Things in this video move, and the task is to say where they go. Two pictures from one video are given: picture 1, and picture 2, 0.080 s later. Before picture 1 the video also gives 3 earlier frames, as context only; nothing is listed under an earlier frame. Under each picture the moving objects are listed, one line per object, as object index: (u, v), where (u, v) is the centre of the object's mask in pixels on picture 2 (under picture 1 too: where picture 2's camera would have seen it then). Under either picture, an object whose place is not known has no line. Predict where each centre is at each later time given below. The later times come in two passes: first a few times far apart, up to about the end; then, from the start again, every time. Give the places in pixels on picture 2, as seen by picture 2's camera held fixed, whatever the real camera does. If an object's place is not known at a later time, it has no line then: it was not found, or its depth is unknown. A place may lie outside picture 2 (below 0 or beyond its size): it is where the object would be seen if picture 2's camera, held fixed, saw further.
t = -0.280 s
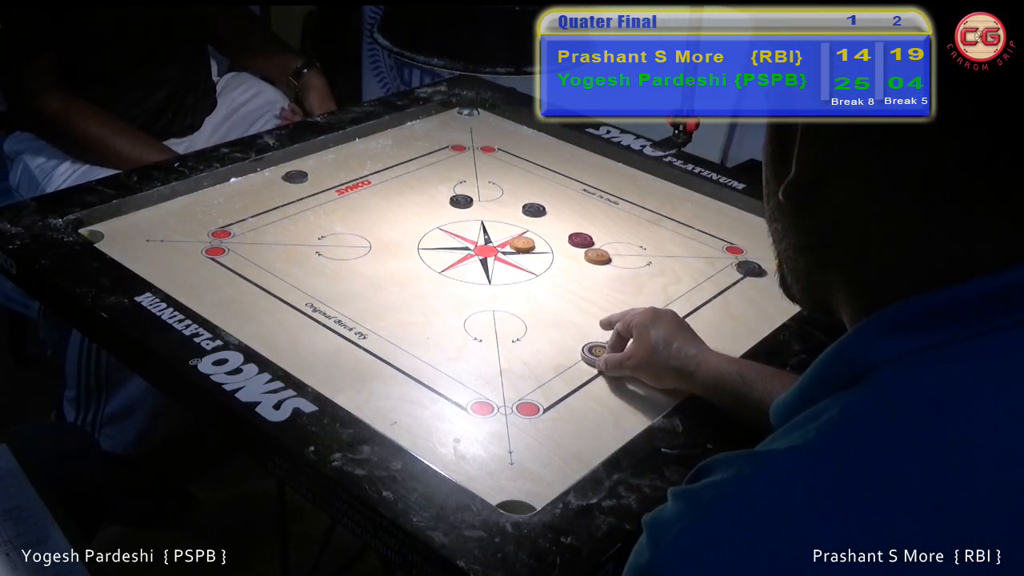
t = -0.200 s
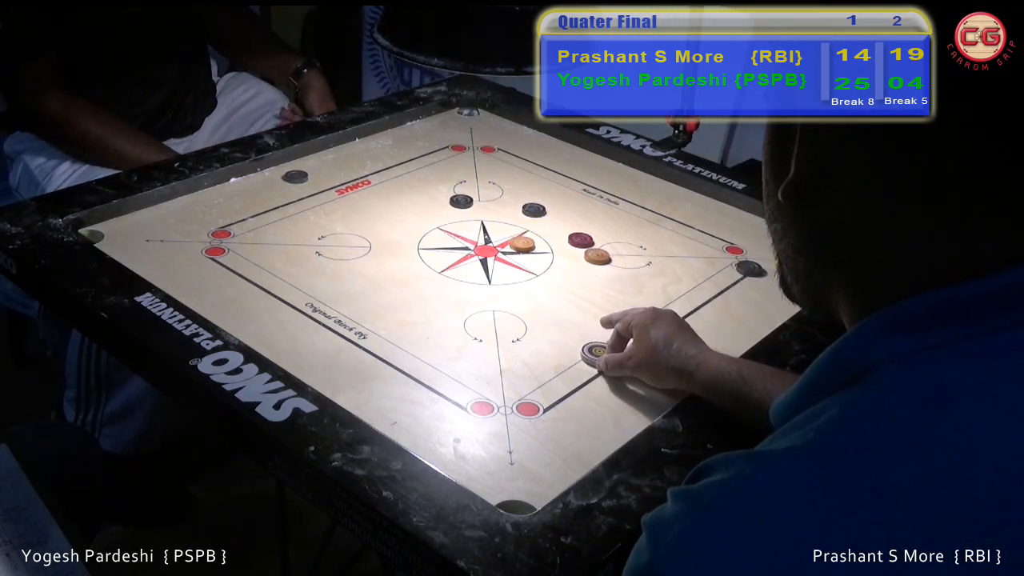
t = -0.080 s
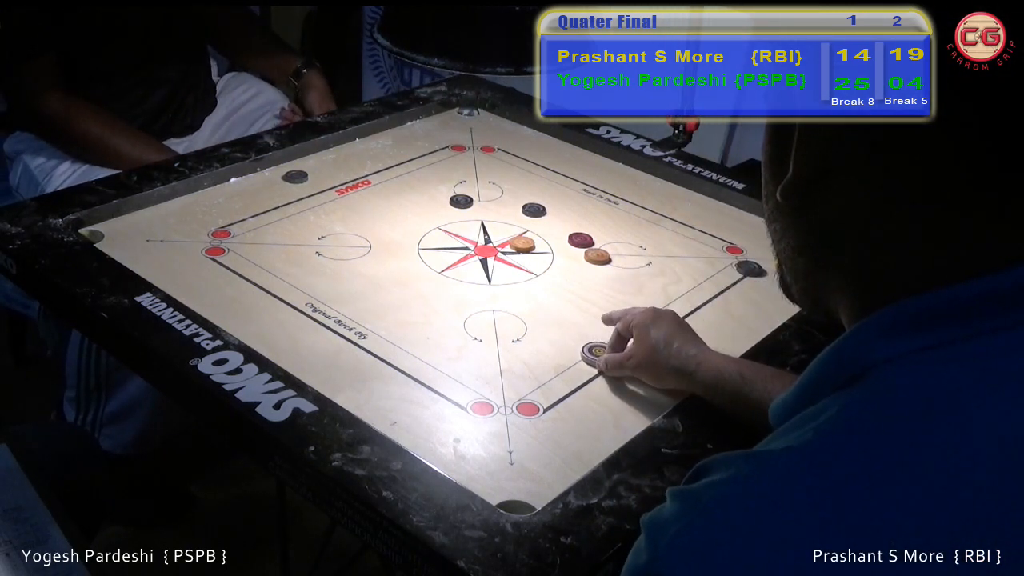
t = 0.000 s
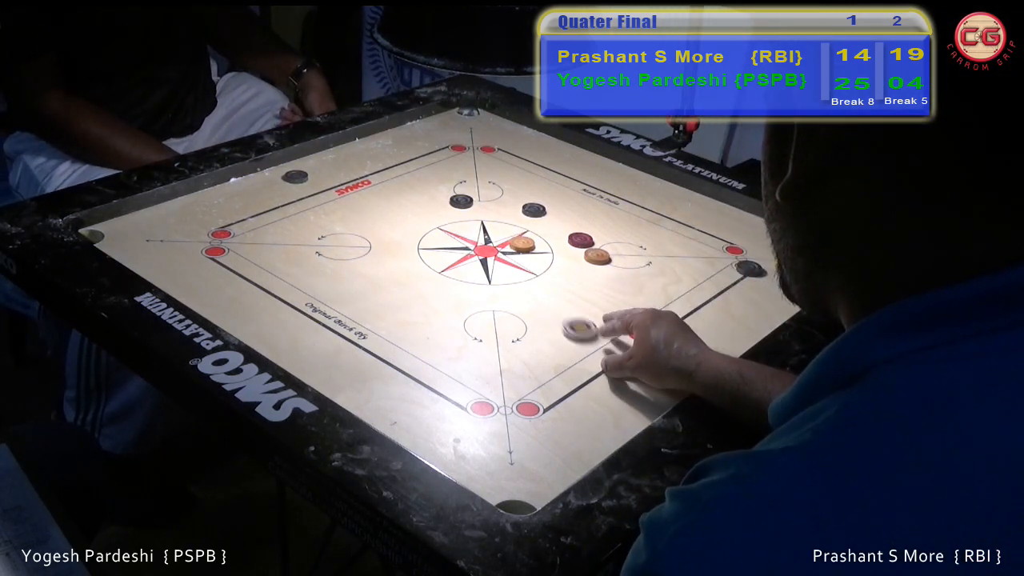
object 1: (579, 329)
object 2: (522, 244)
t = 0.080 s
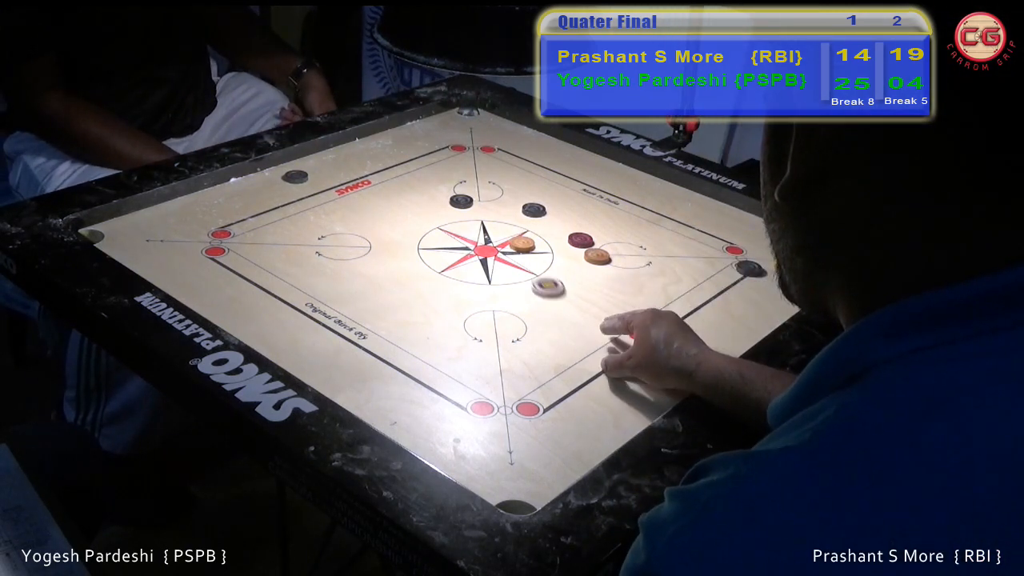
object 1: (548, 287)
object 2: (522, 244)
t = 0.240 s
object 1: (507, 238)
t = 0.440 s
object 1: (485, 214)
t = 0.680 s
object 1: (481, 209)
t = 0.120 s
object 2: (522, 244)
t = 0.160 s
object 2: (519, 237)
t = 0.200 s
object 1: (514, 246)
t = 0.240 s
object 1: (507, 238)
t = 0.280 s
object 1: (501, 232)
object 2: (497, 189)
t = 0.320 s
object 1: (496, 227)
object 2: (491, 177)
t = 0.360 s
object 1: (491, 222)
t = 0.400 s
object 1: (488, 218)
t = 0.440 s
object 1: (485, 214)
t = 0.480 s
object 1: (482, 211)
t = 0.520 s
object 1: (481, 210)
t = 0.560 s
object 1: (481, 209)
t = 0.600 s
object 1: (481, 209)
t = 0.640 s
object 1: (481, 209)
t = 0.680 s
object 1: (481, 209)
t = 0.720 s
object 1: (481, 209)
